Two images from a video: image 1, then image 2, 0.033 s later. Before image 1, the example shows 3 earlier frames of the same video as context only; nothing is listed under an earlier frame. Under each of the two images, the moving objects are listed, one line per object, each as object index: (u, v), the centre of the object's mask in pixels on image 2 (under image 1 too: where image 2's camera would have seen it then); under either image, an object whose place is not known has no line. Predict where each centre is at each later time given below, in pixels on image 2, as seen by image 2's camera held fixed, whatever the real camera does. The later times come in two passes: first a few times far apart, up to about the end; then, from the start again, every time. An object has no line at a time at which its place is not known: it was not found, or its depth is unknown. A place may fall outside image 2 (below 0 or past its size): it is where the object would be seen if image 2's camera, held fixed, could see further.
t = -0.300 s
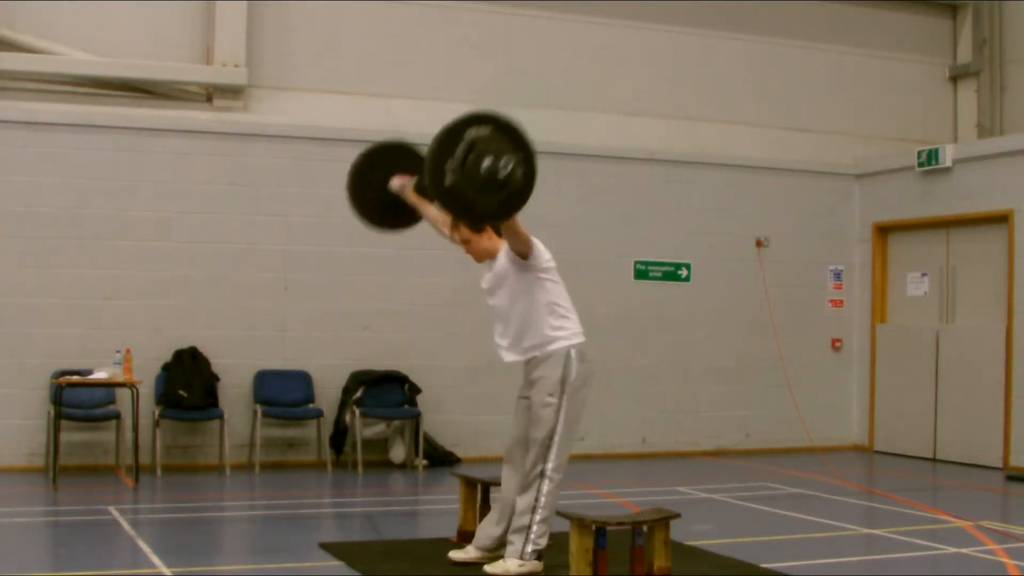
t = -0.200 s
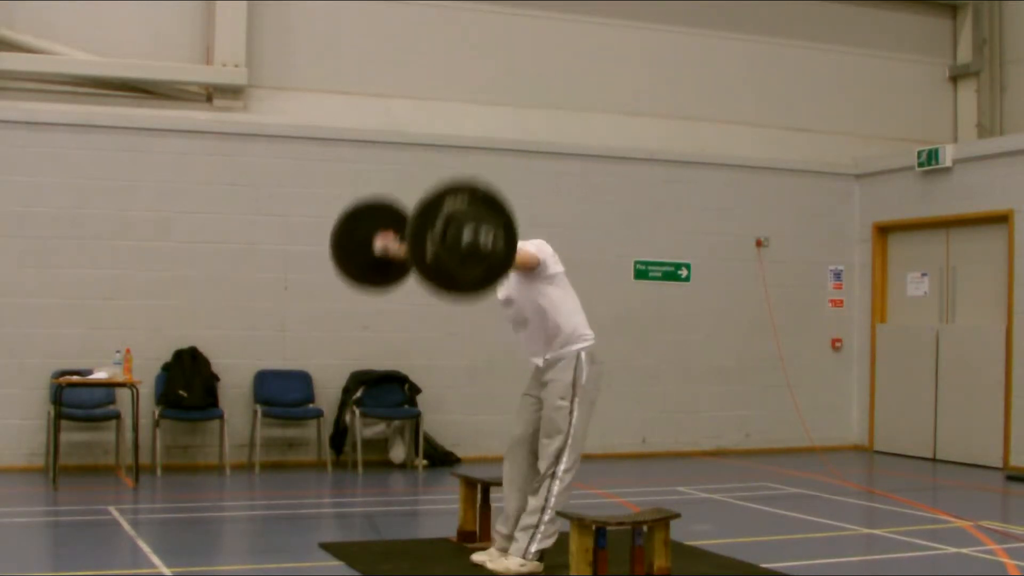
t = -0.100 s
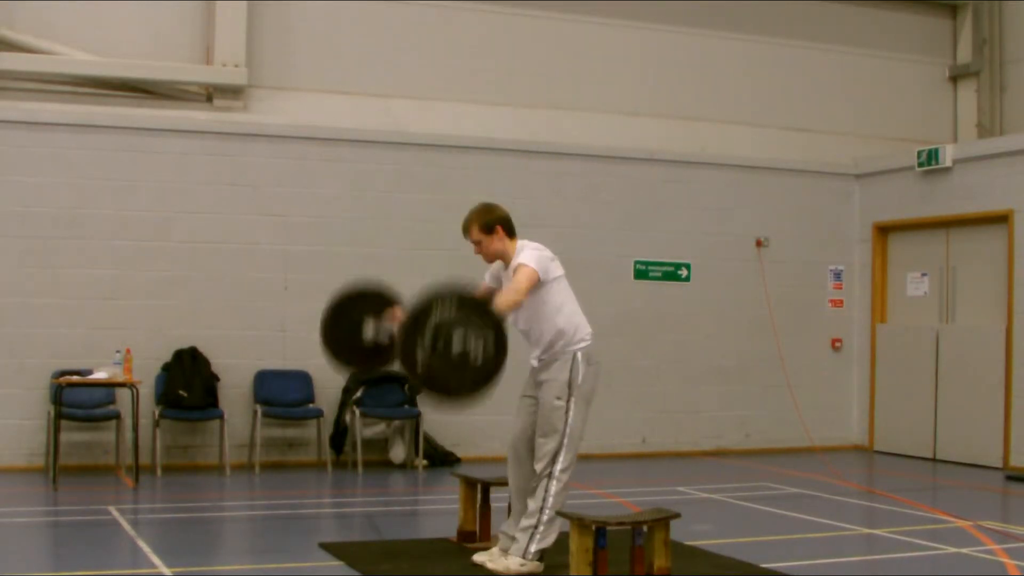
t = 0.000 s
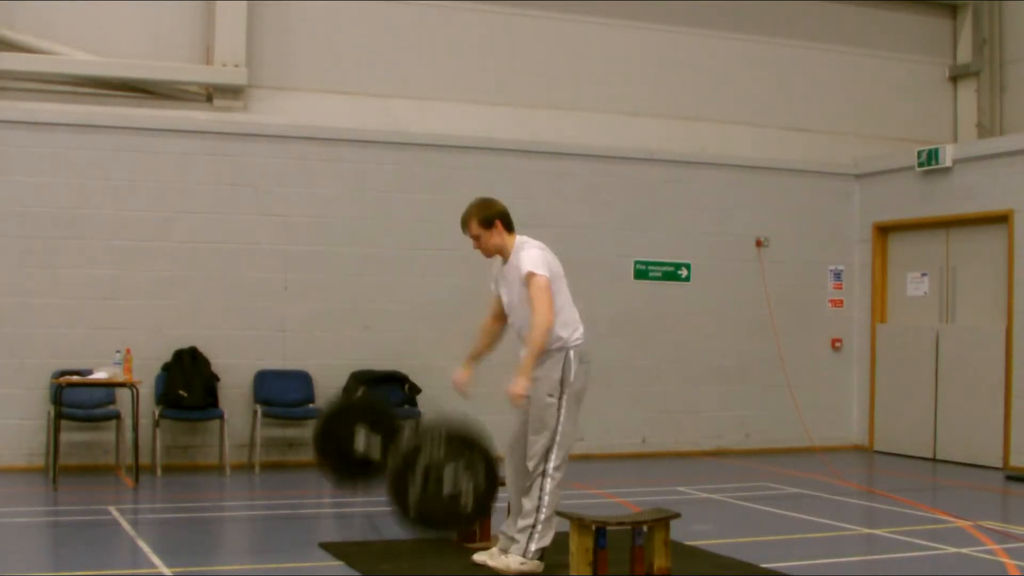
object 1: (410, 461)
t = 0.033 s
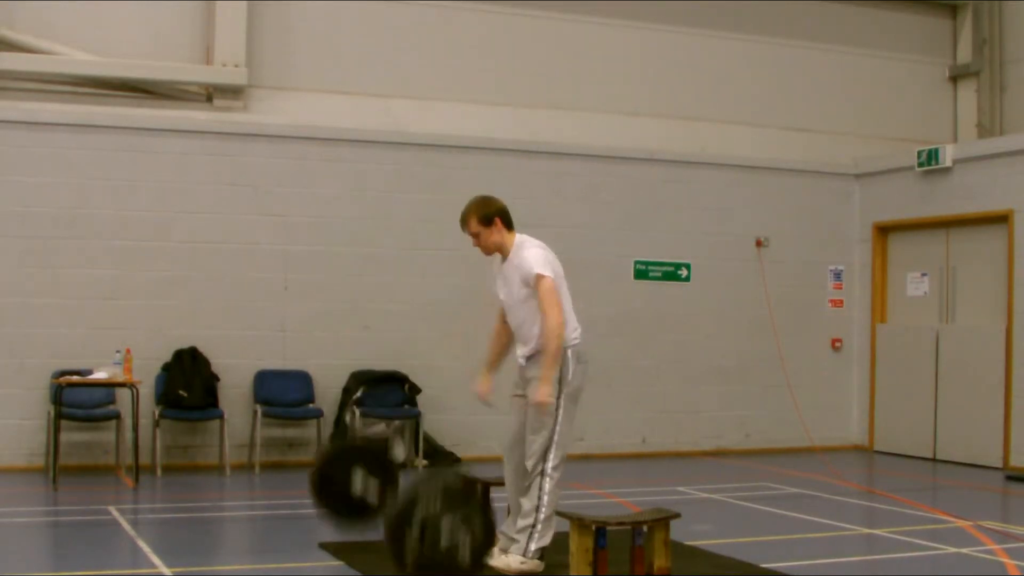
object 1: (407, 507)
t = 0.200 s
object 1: (395, 461)
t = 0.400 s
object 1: (382, 417)
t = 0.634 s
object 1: (363, 482)
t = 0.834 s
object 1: (341, 514)
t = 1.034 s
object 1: (326, 522)
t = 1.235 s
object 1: (304, 526)
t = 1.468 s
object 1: (281, 528)
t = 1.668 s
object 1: (265, 528)
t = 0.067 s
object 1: (396, 527)
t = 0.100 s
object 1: (400, 515)
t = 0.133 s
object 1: (398, 495)
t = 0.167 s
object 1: (398, 477)
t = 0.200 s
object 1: (395, 461)
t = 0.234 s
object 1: (394, 448)
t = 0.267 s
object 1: (391, 437)
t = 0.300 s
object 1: (389, 428)
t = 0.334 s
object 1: (387, 422)
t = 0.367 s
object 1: (384, 418)
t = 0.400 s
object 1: (382, 417)
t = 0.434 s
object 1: (380, 418)
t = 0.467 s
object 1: (377, 422)
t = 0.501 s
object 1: (373, 429)
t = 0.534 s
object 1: (371, 438)
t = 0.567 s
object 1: (369, 450)
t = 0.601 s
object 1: (367, 465)
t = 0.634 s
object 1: (363, 482)
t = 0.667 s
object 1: (360, 503)
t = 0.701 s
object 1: (356, 520)
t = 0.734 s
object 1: (347, 523)
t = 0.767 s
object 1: (342, 521)
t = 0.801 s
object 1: (342, 517)
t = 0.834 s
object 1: (341, 514)
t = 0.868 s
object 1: (340, 512)
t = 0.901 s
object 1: (337, 511)
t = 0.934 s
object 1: (335, 512)
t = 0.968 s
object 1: (332, 514)
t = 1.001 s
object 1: (329, 519)
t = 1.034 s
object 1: (326, 522)
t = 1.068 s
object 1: (321, 523)
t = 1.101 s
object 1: (315, 524)
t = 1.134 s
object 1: (309, 526)
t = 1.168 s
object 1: (307, 526)
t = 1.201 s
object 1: (306, 527)
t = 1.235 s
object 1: (304, 526)
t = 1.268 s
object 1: (300, 526)
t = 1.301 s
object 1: (296, 527)
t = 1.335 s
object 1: (291, 528)
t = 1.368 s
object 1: (289, 527)
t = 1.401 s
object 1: (287, 527)
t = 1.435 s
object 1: (284, 527)
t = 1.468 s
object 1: (281, 528)
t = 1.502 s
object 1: (278, 528)
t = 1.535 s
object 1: (275, 528)
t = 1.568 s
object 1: (272, 528)
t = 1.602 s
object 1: (270, 528)
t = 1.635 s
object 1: (267, 528)
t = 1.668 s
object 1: (265, 528)
